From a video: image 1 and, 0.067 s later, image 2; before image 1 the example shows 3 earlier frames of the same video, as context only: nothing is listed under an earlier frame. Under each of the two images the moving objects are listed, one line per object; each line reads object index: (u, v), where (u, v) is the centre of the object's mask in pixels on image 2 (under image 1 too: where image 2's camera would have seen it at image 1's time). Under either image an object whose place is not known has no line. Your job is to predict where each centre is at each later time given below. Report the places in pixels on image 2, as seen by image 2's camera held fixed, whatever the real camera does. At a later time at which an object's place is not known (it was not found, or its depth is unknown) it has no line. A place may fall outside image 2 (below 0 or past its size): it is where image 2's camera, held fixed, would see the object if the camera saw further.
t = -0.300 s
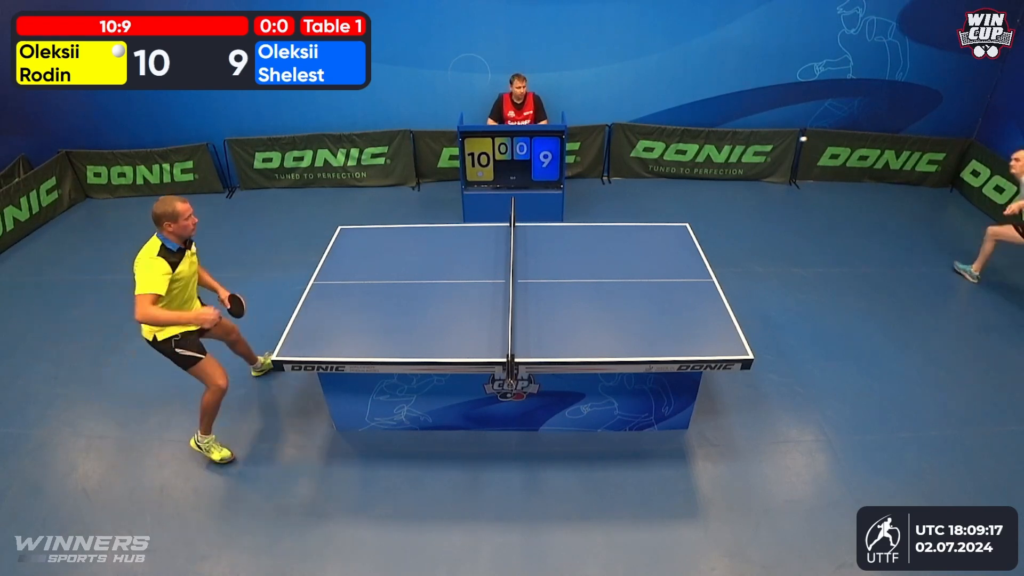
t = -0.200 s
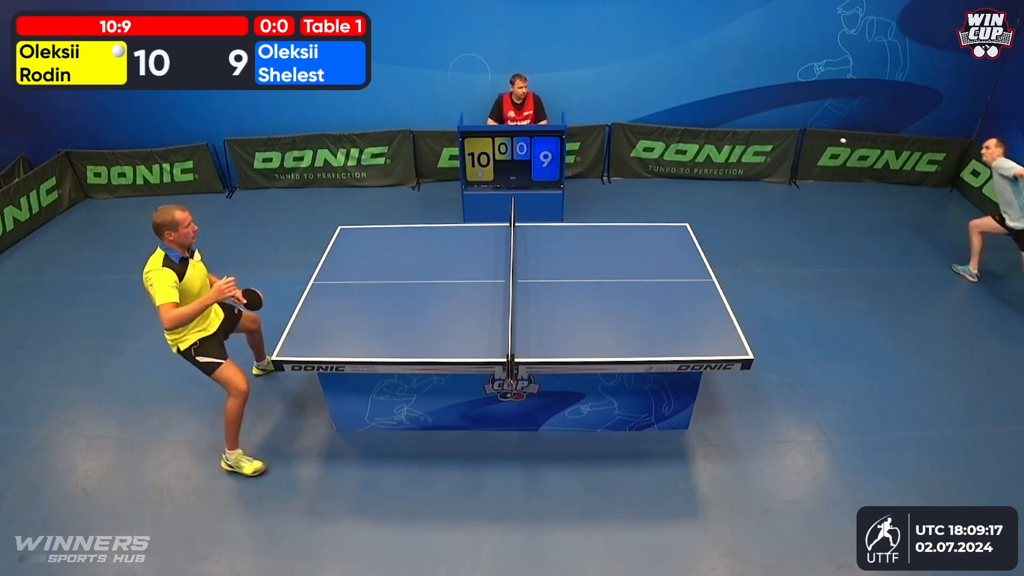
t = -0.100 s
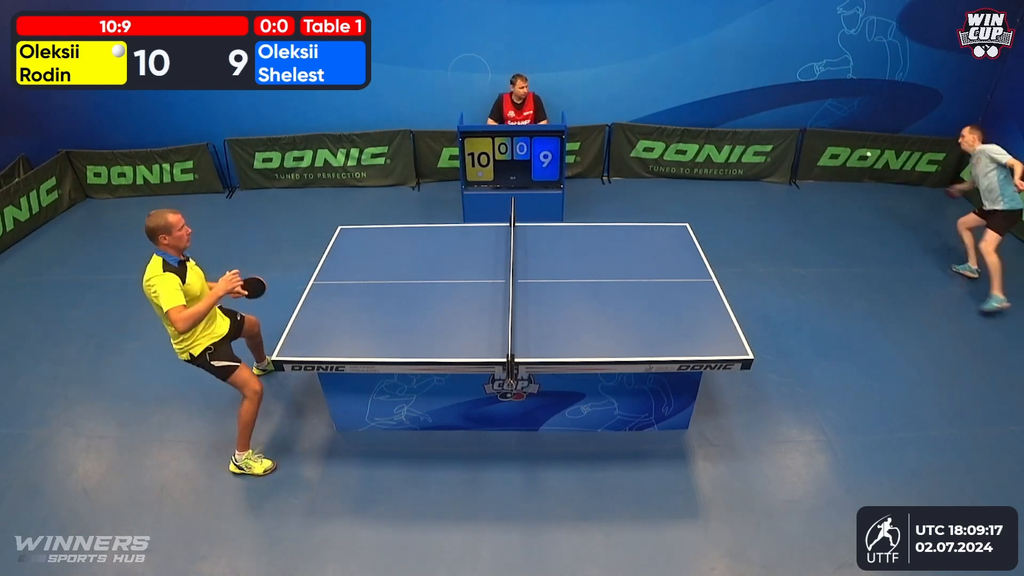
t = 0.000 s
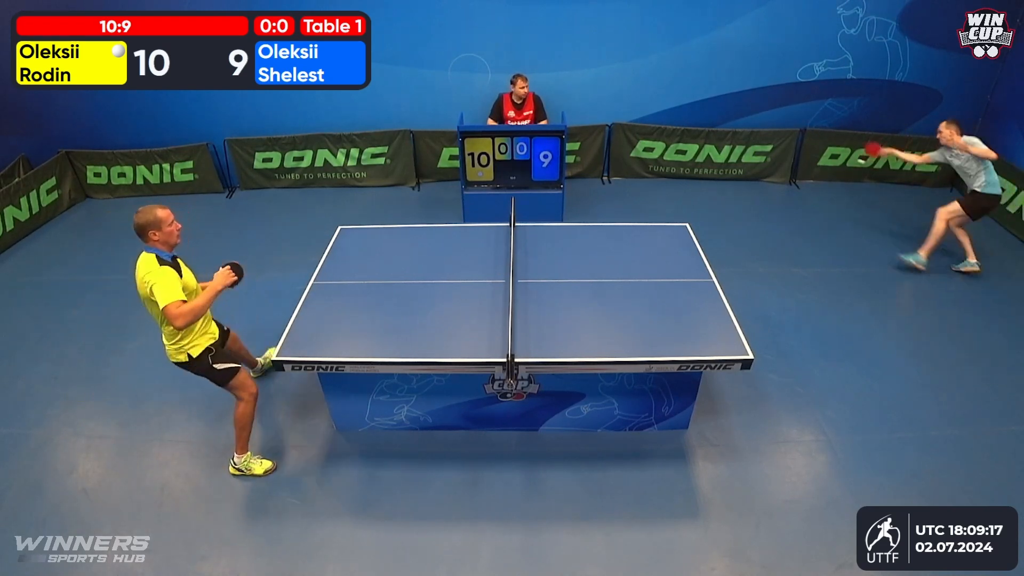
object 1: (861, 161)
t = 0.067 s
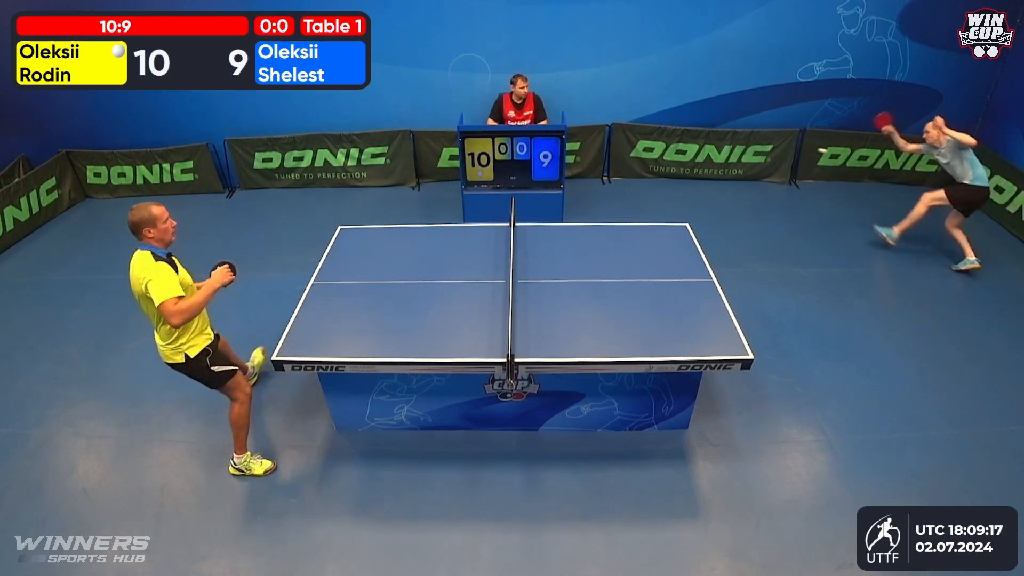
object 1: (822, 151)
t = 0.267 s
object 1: (631, 164)
